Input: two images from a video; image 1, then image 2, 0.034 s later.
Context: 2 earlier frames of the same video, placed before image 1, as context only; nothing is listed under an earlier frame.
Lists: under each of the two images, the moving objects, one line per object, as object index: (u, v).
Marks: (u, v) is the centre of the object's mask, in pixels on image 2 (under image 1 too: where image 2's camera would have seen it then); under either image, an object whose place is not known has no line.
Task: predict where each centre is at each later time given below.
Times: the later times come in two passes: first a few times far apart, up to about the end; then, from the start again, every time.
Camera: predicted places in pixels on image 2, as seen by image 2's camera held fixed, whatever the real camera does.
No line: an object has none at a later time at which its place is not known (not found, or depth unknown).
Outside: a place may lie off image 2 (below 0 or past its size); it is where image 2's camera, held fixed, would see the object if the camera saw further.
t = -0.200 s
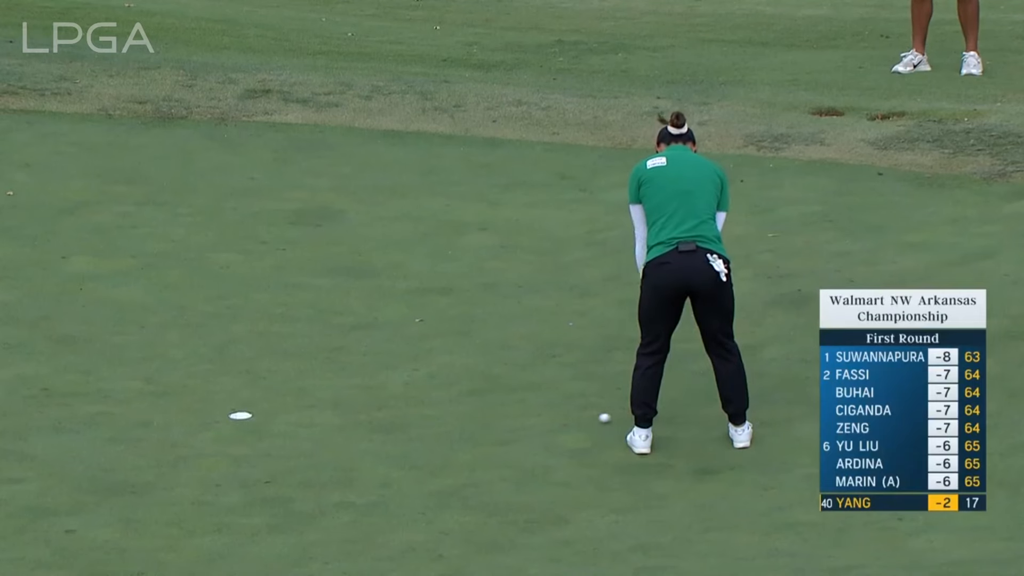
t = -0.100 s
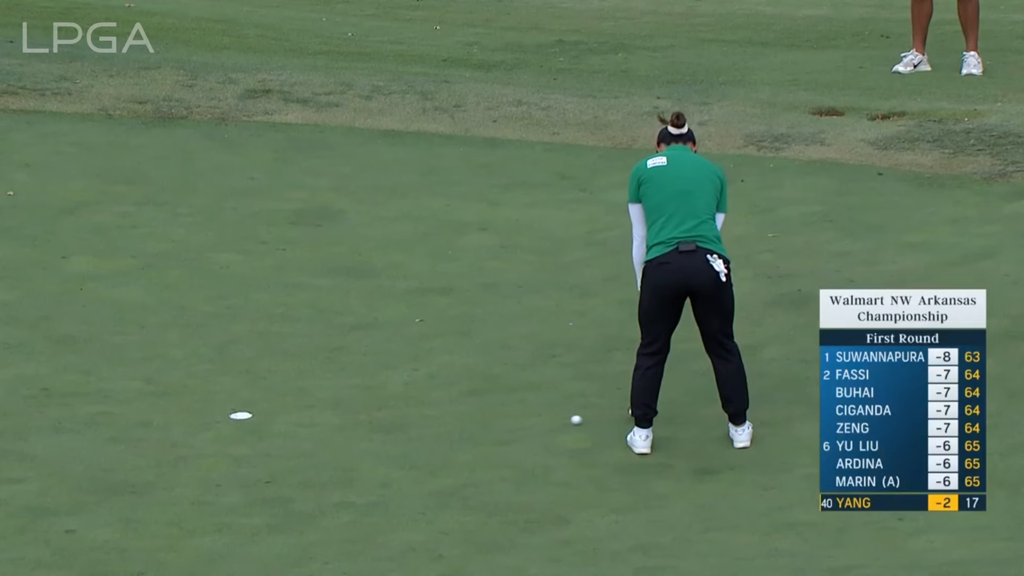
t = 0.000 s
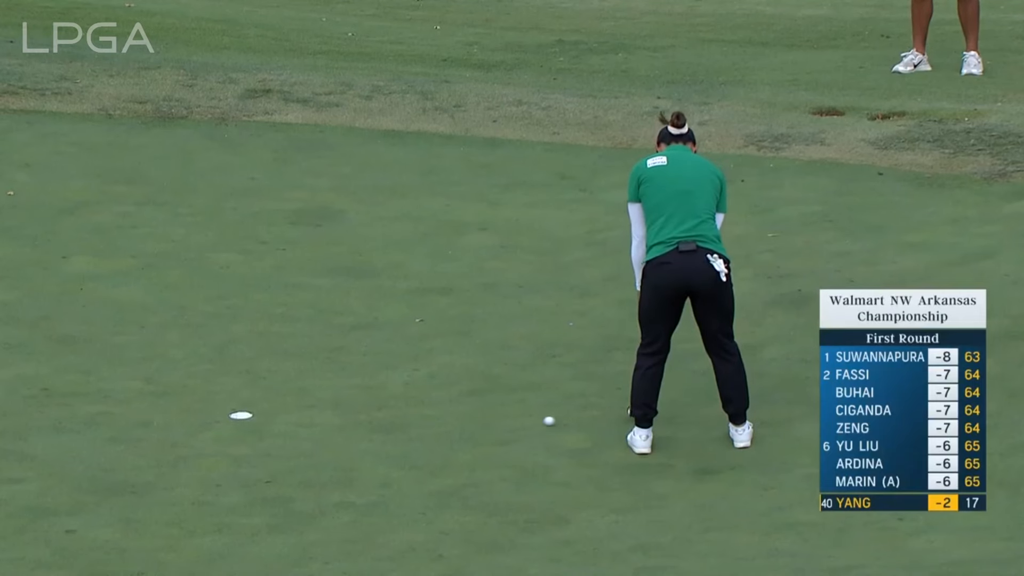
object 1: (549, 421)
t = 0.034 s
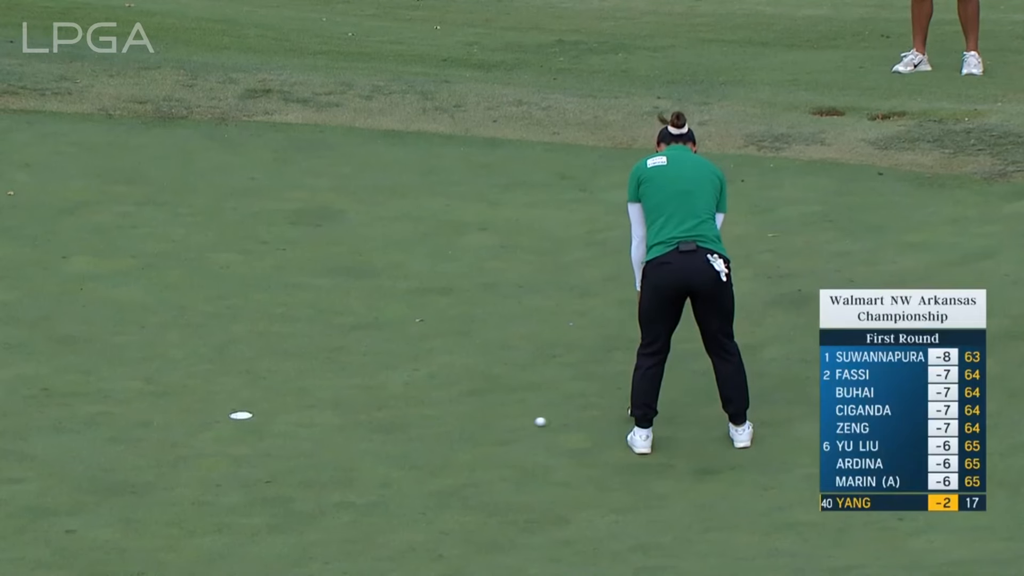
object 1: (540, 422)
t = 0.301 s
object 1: (473, 424)
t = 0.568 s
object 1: (412, 425)
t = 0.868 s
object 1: (352, 425)
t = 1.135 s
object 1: (307, 424)
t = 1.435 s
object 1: (265, 421)
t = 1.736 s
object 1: (232, 419)
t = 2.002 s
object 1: (211, 416)
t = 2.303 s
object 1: (193, 414)
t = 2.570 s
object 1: (184, 411)
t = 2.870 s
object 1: (180, 409)
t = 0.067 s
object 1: (532, 422)
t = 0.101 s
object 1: (523, 422)
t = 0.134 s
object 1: (514, 422)
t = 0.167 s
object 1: (505, 423)
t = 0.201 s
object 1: (497, 423)
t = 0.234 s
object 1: (489, 423)
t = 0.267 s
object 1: (481, 424)
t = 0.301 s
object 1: (473, 424)
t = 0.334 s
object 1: (465, 424)
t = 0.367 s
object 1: (457, 424)
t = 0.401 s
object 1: (449, 424)
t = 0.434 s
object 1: (442, 424)
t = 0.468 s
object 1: (434, 424)
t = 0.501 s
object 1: (427, 425)
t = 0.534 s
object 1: (419, 425)
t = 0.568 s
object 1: (412, 425)
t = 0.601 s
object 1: (405, 425)
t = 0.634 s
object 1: (398, 425)
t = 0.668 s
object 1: (391, 425)
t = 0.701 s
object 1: (384, 425)
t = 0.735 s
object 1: (378, 424)
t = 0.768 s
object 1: (371, 425)
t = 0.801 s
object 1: (365, 424)
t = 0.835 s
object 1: (359, 424)
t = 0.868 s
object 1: (352, 425)
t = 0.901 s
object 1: (346, 425)
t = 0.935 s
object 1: (340, 424)
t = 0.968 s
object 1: (334, 424)
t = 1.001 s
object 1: (329, 424)
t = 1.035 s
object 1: (323, 424)
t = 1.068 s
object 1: (318, 424)
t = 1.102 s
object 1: (312, 424)
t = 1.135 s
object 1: (307, 424)
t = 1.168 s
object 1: (302, 424)
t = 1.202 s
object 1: (297, 424)
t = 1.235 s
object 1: (292, 423)
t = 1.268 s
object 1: (287, 423)
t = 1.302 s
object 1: (283, 423)
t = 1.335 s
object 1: (278, 422)
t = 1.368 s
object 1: (274, 422)
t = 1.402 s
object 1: (269, 422)
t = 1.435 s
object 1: (265, 421)
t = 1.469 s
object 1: (261, 421)
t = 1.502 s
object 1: (258, 421)
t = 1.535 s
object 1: (254, 421)
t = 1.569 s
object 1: (250, 420)
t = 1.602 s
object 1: (247, 420)
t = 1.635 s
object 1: (243, 420)
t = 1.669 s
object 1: (239, 420)
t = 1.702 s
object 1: (235, 420)
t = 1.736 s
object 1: (232, 419)
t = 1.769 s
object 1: (229, 418)
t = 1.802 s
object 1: (227, 418)
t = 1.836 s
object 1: (224, 417)
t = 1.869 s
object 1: (221, 417)
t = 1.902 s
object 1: (219, 417)
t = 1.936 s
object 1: (216, 417)
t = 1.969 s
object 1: (213, 417)
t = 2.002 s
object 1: (211, 416)
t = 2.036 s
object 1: (209, 416)
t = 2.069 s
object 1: (206, 416)
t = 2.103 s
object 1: (204, 416)
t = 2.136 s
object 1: (202, 415)
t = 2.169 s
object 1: (200, 414)
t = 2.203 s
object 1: (199, 414)
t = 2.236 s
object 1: (197, 414)
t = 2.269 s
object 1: (195, 414)
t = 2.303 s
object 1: (193, 414)
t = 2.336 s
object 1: (192, 413)
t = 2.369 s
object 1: (191, 413)
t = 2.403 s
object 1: (190, 413)
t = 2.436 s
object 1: (189, 412)
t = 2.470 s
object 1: (187, 412)
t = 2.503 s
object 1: (186, 411)
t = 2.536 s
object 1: (185, 411)
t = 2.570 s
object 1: (184, 411)
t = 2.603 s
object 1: (184, 411)
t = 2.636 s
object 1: (183, 410)
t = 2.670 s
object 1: (182, 410)
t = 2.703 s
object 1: (182, 410)
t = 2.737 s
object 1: (181, 410)
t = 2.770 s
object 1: (181, 410)
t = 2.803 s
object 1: (180, 409)
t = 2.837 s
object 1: (180, 409)
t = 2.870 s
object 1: (180, 409)
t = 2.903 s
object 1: (180, 409)
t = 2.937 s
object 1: (180, 409)
